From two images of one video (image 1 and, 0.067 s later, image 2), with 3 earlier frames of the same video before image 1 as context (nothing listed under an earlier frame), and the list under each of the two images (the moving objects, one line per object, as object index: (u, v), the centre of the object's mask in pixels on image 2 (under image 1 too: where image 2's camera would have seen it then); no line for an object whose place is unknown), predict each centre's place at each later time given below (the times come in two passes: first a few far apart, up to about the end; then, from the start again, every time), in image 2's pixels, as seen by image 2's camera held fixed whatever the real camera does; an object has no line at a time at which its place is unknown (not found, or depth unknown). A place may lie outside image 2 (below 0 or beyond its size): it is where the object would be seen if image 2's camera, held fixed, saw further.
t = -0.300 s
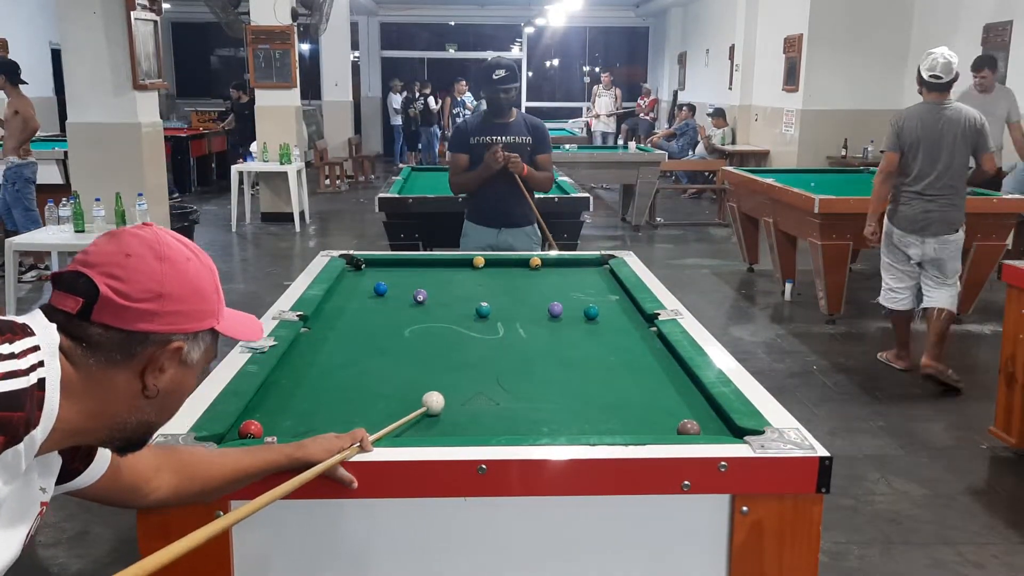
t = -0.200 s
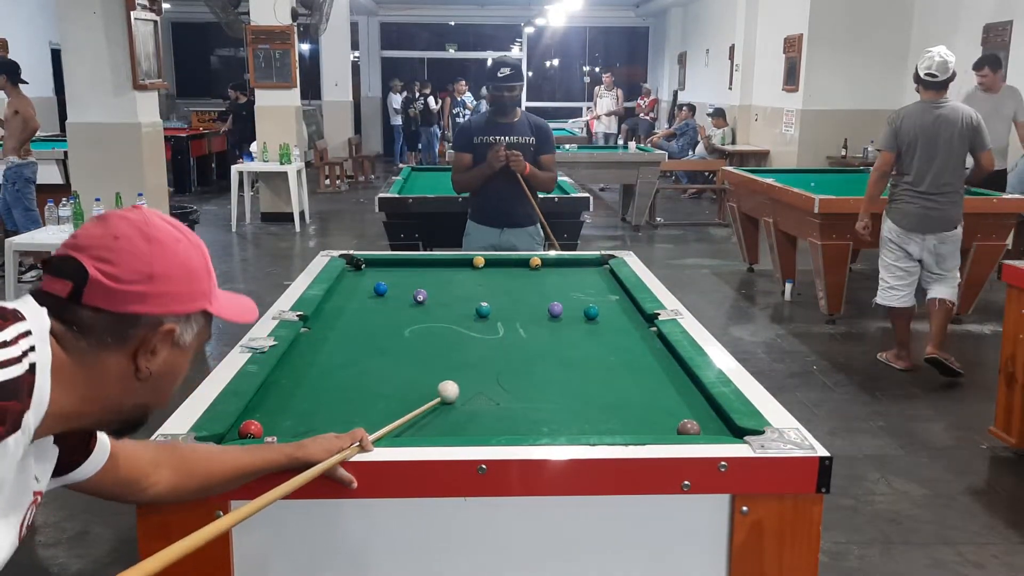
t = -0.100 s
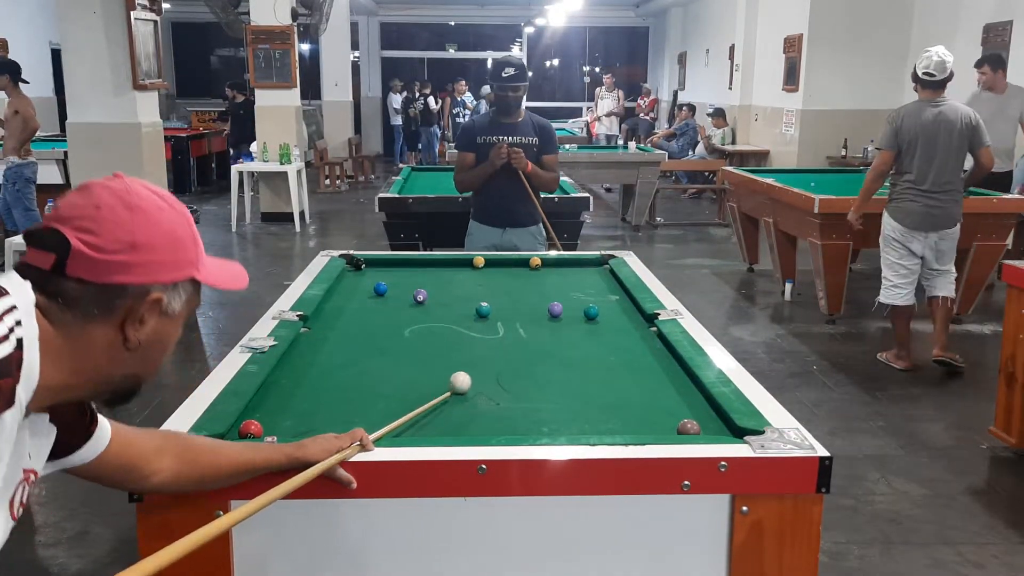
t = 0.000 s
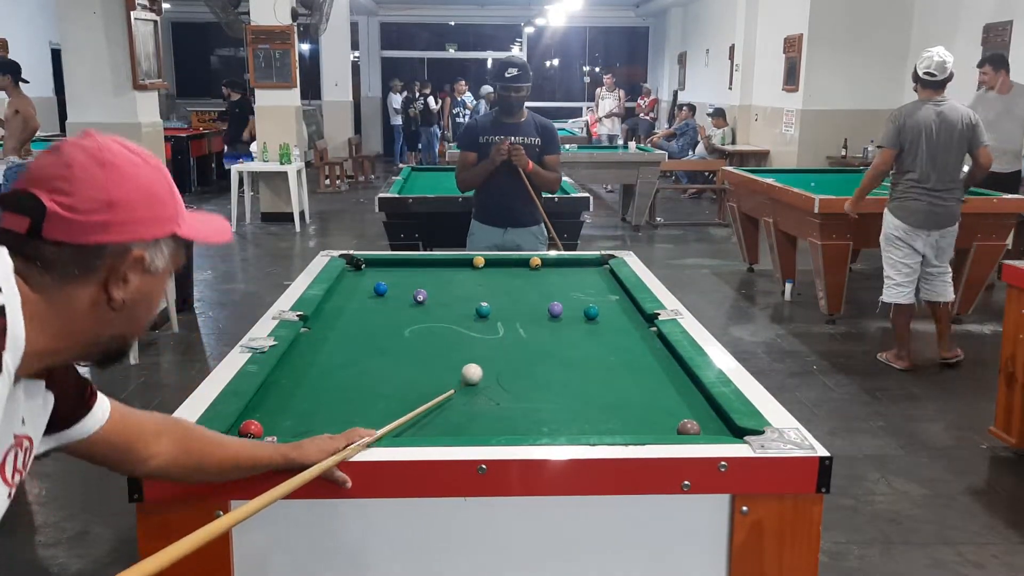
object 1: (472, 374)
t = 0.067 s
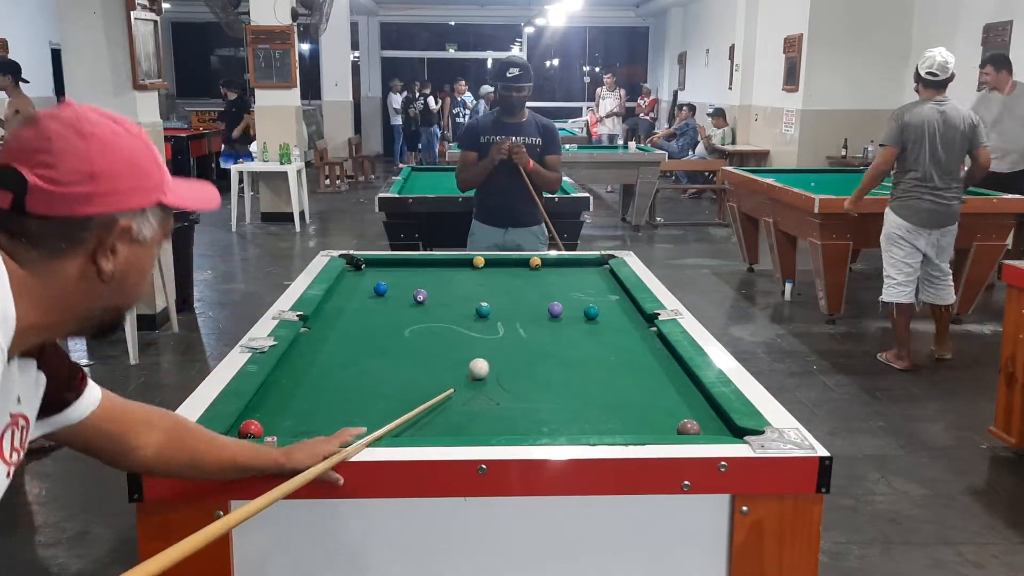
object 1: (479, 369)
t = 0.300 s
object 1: (502, 352)
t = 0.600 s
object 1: (526, 334)
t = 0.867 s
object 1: (545, 321)
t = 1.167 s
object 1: (564, 311)
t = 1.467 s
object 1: (580, 307)
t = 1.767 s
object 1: (594, 302)
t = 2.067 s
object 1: (604, 303)
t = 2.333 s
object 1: (611, 301)
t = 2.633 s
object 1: (617, 300)
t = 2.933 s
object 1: (620, 299)
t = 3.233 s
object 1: (622, 299)
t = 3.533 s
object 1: (622, 299)
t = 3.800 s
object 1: (621, 299)
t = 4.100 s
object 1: (622, 299)
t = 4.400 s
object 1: (621, 299)
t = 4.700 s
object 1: (621, 299)
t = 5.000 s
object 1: (621, 299)
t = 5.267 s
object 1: (621, 299)
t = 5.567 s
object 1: (622, 299)
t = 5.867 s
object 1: (621, 299)
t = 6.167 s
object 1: (621, 299)
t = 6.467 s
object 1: (621, 299)
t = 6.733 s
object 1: (621, 299)
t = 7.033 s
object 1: (621, 299)
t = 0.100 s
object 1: (482, 366)
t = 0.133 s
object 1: (486, 364)
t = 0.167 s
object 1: (489, 361)
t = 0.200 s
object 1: (492, 359)
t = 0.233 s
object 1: (496, 356)
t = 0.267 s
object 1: (499, 354)
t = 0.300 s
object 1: (502, 352)
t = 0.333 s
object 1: (505, 350)
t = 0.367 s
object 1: (508, 348)
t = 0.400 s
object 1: (510, 345)
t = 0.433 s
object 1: (513, 344)
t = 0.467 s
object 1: (516, 341)
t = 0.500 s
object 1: (518, 340)
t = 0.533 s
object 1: (521, 338)
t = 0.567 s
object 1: (524, 336)
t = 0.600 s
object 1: (526, 334)
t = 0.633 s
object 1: (529, 332)
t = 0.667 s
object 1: (531, 331)
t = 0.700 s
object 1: (534, 329)
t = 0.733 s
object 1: (536, 327)
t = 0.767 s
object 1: (538, 326)
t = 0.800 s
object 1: (540, 324)
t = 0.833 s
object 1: (543, 322)
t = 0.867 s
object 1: (545, 321)
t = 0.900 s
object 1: (547, 319)
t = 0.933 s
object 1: (549, 318)
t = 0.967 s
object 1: (551, 316)
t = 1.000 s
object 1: (553, 315)
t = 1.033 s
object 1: (555, 313)
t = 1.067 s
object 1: (558, 313)
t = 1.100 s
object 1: (560, 312)
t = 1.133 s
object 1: (562, 312)
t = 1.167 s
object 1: (564, 311)
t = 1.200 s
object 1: (566, 311)
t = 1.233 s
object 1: (568, 311)
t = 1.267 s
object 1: (569, 310)
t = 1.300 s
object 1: (572, 310)
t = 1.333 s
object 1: (574, 310)
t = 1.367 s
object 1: (576, 309)
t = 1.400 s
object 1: (577, 309)
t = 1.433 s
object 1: (579, 308)
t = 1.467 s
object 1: (580, 307)
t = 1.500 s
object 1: (581, 307)
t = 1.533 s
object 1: (582, 306)
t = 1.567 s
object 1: (584, 305)
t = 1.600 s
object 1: (585, 304)
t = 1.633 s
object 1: (587, 304)
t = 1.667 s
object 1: (588, 303)
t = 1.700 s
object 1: (590, 303)
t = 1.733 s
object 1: (591, 303)
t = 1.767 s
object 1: (594, 302)
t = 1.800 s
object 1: (595, 302)
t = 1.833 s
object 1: (596, 302)
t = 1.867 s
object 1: (597, 302)
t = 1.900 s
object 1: (599, 303)
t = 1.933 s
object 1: (600, 303)
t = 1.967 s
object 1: (601, 303)
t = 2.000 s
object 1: (602, 303)
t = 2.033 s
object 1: (603, 303)
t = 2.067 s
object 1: (604, 303)
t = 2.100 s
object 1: (604, 303)
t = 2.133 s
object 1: (606, 302)
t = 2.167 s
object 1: (607, 302)
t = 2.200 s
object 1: (607, 302)
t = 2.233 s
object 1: (608, 302)
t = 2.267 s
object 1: (609, 302)
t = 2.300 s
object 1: (610, 301)
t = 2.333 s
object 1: (611, 301)
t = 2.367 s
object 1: (611, 301)
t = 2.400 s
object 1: (612, 301)
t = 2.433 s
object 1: (613, 301)
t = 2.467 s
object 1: (615, 300)
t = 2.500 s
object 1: (615, 300)
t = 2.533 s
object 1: (616, 300)
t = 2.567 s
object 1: (616, 300)
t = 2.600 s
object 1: (616, 300)
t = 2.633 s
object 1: (617, 300)
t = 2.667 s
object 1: (617, 300)
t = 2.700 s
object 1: (617, 300)
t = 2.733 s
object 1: (618, 300)
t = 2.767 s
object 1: (619, 299)
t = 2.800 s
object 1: (619, 299)
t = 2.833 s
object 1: (620, 299)
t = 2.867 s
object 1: (620, 299)
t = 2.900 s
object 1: (620, 299)
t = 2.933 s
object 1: (620, 299)
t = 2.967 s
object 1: (621, 299)
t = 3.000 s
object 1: (621, 299)
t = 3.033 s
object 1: (621, 299)
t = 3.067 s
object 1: (621, 299)
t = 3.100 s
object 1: (621, 299)
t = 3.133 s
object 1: (622, 299)
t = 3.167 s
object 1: (622, 299)
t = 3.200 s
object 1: (622, 299)
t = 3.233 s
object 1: (622, 299)
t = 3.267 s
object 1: (622, 299)
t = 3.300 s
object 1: (622, 299)
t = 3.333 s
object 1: (622, 299)
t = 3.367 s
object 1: (622, 299)
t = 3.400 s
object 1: (622, 299)
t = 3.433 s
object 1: (622, 299)
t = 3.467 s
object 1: (622, 299)
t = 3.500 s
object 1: (622, 299)
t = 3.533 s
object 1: (622, 299)
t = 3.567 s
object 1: (622, 299)
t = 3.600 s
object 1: (622, 299)
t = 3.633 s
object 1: (622, 299)
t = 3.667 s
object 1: (622, 299)
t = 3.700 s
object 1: (621, 299)
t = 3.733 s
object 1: (621, 299)
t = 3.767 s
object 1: (621, 299)
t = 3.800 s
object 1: (621, 299)
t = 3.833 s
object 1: (621, 299)
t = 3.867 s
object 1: (621, 299)
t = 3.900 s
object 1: (621, 299)
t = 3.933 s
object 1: (621, 299)
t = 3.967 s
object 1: (621, 299)
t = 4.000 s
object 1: (621, 299)
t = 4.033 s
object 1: (621, 299)
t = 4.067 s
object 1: (621, 299)
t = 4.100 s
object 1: (622, 299)
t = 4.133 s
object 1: (621, 299)
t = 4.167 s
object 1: (621, 299)
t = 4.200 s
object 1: (621, 299)
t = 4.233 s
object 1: (621, 299)
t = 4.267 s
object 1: (621, 299)
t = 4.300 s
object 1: (621, 299)
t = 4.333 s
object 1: (621, 299)
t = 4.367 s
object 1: (621, 299)
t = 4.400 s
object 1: (621, 299)
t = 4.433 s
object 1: (621, 299)
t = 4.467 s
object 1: (621, 299)
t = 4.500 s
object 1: (621, 299)
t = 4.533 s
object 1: (621, 299)
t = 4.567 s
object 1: (621, 299)
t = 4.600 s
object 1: (621, 299)
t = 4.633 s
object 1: (621, 299)
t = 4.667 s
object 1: (621, 299)
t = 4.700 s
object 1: (621, 299)
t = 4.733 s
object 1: (621, 299)
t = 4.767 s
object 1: (621, 299)
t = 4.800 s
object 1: (621, 299)
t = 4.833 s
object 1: (621, 299)
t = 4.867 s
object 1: (621, 299)
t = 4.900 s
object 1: (621, 299)
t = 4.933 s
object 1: (622, 299)
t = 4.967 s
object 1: (621, 299)
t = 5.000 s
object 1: (621, 299)
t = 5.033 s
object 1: (621, 299)
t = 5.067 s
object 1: (621, 299)
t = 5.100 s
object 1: (621, 299)
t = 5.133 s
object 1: (621, 299)
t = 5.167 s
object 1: (622, 299)
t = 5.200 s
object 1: (621, 299)
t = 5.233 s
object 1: (621, 299)
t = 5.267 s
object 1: (621, 299)
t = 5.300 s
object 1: (621, 299)
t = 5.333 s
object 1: (621, 299)
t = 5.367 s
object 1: (622, 299)
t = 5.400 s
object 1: (622, 299)
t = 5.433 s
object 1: (622, 299)
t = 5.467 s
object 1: (622, 299)
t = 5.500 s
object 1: (621, 299)
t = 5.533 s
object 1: (622, 299)
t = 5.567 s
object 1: (622, 299)
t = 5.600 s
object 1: (622, 299)
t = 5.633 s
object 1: (622, 299)
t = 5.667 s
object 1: (622, 299)
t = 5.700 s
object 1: (622, 299)
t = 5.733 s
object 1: (622, 299)
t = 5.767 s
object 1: (622, 299)
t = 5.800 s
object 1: (621, 299)
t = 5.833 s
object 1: (622, 299)
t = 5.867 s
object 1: (621, 299)
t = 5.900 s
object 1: (622, 299)
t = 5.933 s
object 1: (622, 299)
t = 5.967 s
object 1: (622, 299)
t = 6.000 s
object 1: (621, 299)
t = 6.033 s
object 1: (621, 299)
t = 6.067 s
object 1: (621, 299)
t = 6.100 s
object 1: (621, 299)
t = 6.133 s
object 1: (621, 299)
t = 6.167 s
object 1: (621, 299)
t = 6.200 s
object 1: (621, 299)
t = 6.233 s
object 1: (621, 299)
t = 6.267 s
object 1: (621, 299)
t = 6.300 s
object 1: (622, 299)
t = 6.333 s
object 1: (621, 299)
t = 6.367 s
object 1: (622, 299)
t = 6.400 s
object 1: (621, 299)
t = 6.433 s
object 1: (621, 299)
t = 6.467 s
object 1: (621, 299)
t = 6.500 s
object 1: (621, 299)
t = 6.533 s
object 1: (621, 299)
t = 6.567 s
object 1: (621, 299)
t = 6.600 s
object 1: (621, 299)
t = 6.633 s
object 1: (621, 299)
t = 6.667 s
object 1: (621, 299)
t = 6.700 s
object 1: (621, 299)
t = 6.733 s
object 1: (621, 299)
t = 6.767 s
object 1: (621, 299)
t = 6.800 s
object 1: (622, 299)
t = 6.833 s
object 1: (621, 299)
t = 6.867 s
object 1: (621, 299)
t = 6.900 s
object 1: (621, 299)
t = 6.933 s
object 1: (621, 299)
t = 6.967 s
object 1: (621, 299)
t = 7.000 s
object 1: (621, 299)
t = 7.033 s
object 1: (621, 299)
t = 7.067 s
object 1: (621, 299)
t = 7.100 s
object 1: (621, 299)
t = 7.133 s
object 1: (621, 299)
